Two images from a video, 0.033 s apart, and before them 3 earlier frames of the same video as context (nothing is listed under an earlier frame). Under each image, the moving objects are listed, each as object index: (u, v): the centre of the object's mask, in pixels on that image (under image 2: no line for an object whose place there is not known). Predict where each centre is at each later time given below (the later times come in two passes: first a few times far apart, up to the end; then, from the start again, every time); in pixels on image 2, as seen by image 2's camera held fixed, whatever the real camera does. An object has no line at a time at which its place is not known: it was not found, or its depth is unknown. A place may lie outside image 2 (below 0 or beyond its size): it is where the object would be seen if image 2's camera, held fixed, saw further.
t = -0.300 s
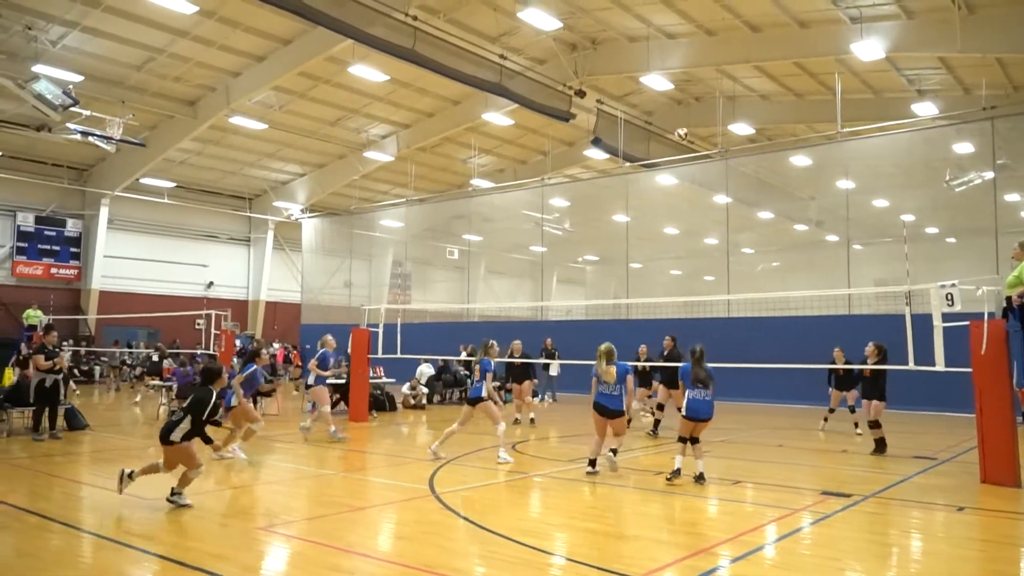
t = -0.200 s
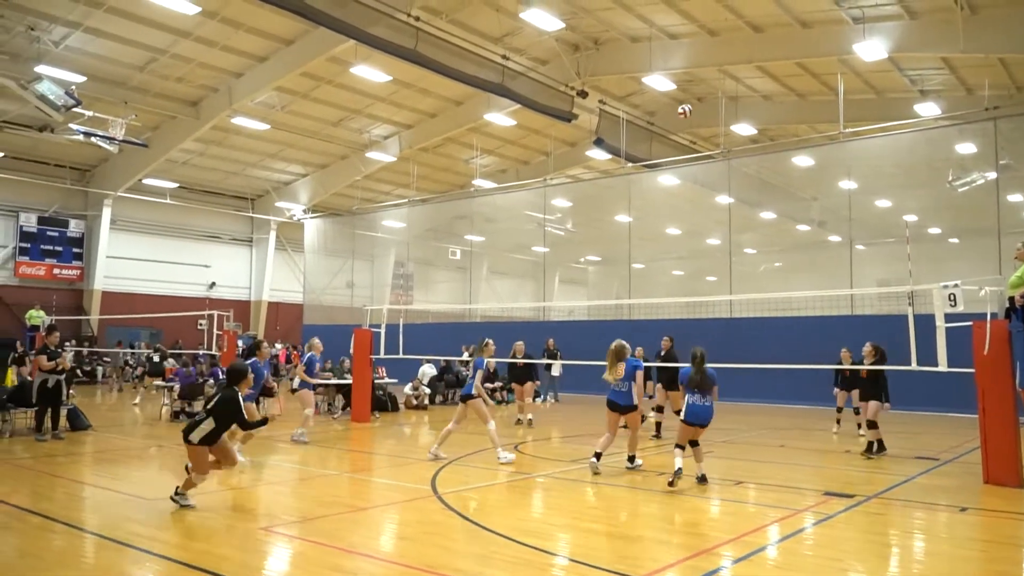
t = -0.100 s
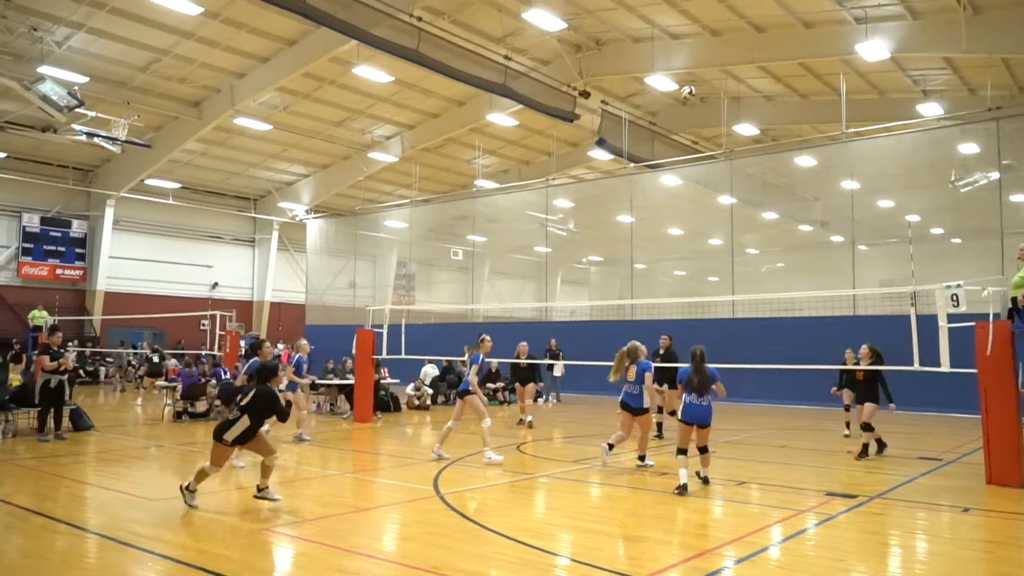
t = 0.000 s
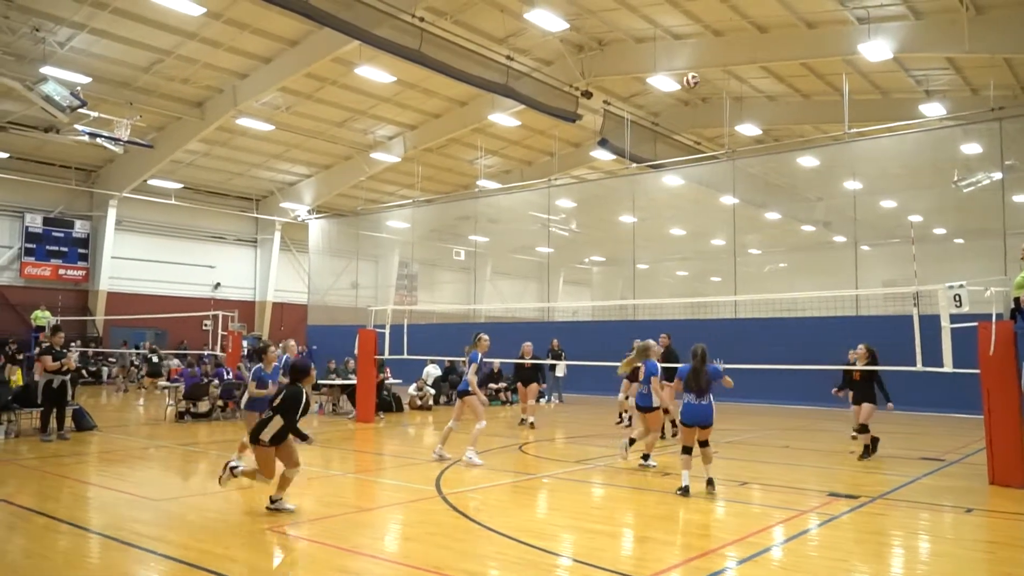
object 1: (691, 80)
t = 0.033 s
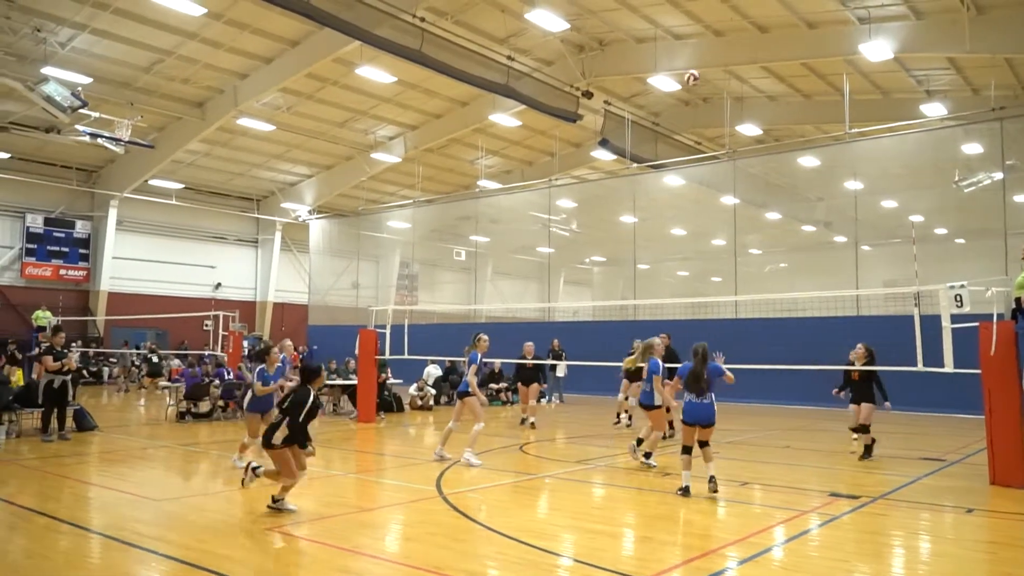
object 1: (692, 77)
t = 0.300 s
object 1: (699, 84)
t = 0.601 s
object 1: (710, 180)
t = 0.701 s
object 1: (714, 242)
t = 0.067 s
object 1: (693, 75)
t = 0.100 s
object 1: (694, 74)
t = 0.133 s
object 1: (695, 73)
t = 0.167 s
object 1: (695, 73)
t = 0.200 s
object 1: (696, 74)
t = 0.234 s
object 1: (697, 76)
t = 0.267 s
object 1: (698, 80)
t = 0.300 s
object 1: (699, 84)
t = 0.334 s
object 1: (700, 89)
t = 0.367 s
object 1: (701, 95)
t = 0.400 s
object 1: (703, 104)
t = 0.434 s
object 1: (704, 112)
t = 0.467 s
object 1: (705, 123)
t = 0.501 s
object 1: (706, 135)
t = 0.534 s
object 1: (707, 148)
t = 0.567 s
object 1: (708, 164)
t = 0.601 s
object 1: (710, 180)
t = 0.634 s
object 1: (711, 199)
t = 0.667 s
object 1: (713, 219)
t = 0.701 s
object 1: (714, 242)
